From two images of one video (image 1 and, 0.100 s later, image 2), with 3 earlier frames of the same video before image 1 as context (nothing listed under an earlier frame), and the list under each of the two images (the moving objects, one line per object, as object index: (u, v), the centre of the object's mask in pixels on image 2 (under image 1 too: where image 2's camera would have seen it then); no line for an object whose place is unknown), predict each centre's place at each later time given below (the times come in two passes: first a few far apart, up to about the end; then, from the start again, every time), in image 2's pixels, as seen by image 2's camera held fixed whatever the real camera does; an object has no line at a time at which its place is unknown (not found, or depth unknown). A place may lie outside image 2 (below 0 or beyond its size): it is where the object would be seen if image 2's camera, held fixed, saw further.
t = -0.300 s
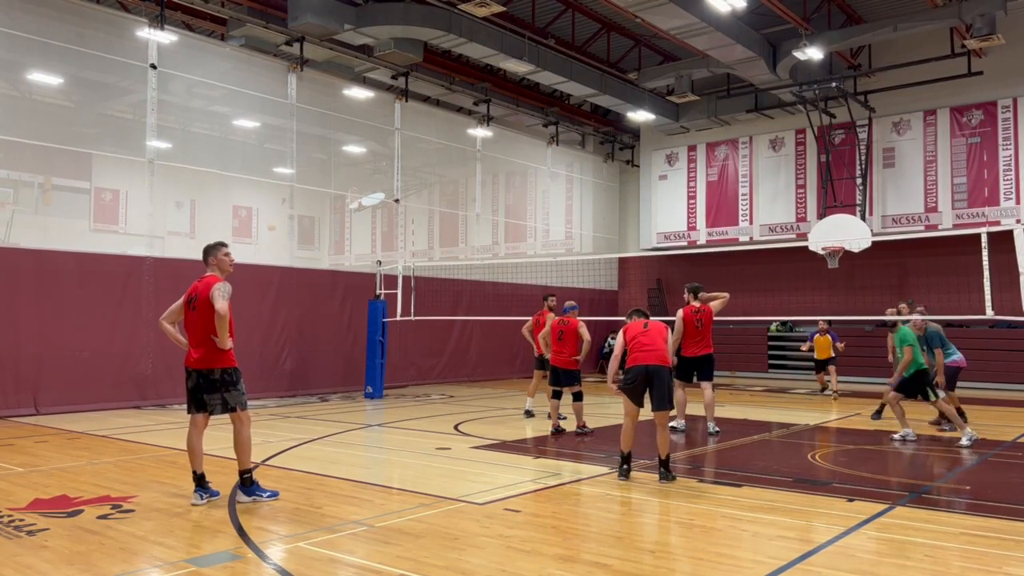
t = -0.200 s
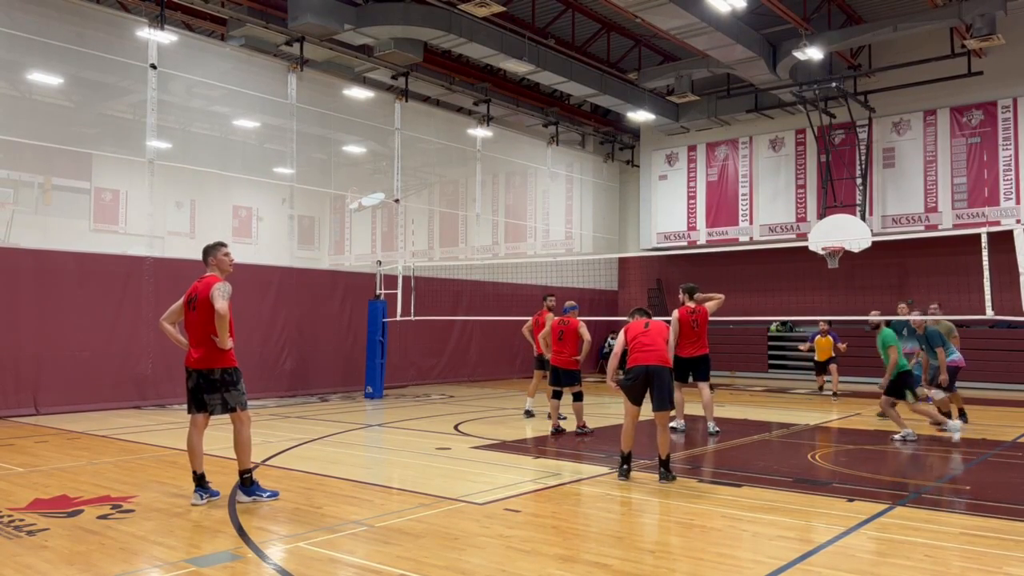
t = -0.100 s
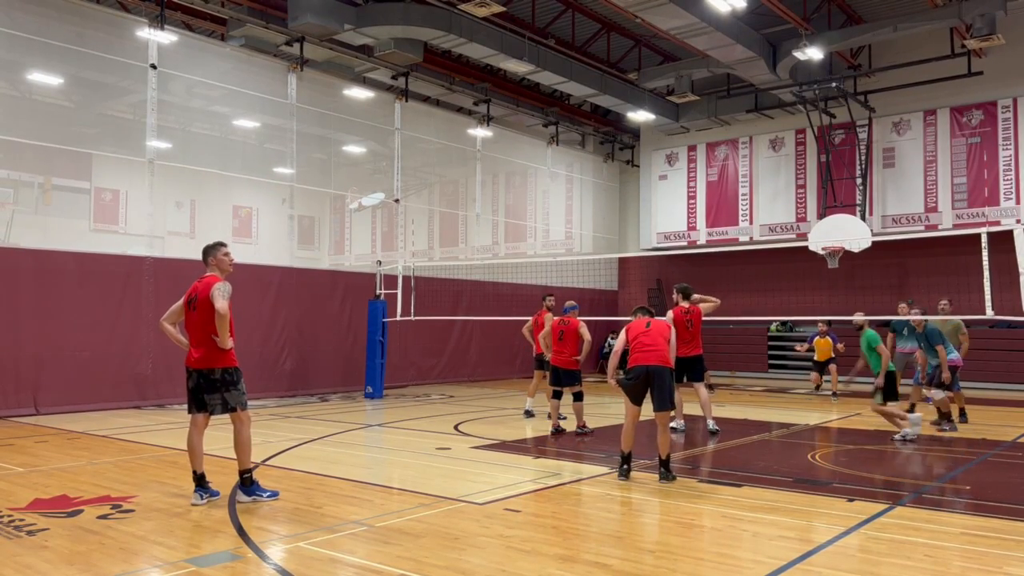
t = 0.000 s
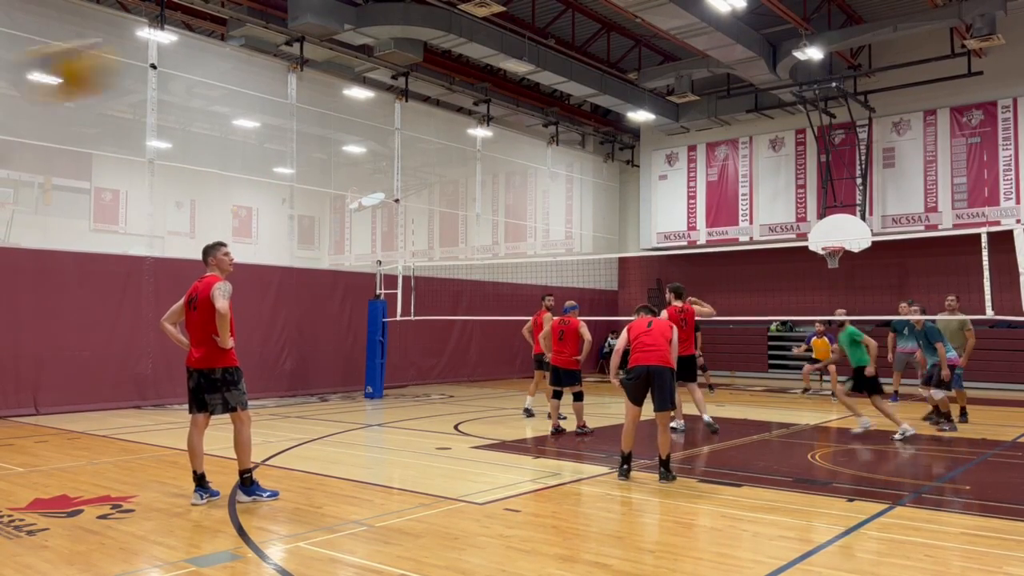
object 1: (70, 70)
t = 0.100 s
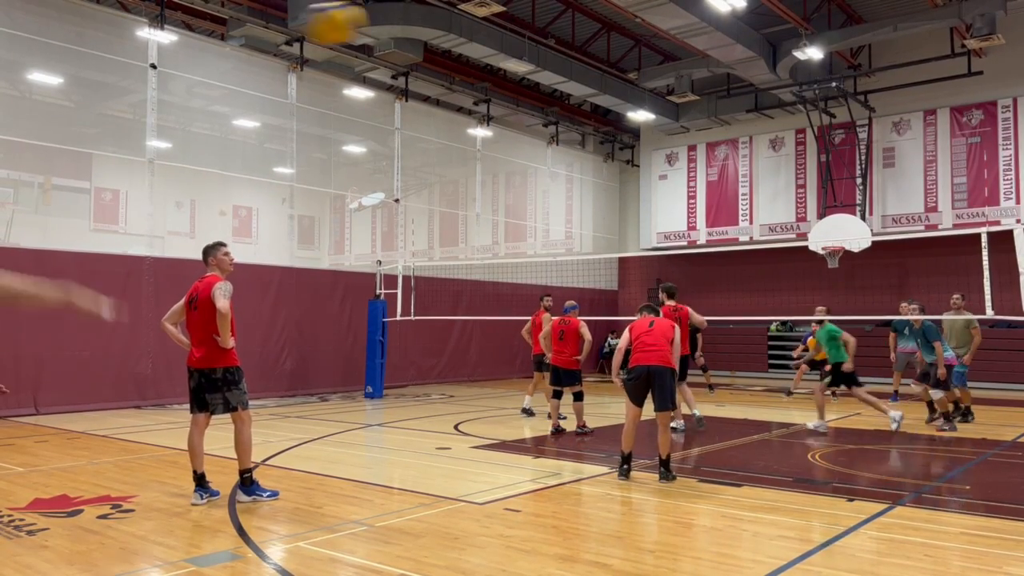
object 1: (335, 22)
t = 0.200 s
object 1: (481, 14)
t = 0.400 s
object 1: (636, 30)
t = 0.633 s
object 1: (726, 78)
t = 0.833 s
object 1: (773, 126)
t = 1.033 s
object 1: (809, 182)
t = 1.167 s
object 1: (827, 222)
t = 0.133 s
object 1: (393, 17)
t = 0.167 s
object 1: (440, 15)
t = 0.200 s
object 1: (481, 14)
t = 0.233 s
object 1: (517, 15)
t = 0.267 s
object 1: (546, 16)
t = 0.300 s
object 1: (573, 18)
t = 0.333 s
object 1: (597, 21)
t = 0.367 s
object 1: (617, 26)
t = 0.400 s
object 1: (636, 30)
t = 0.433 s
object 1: (652, 36)
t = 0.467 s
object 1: (667, 42)
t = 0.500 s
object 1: (681, 48)
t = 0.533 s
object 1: (694, 55)
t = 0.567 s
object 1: (705, 63)
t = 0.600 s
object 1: (715, 70)
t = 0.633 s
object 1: (726, 78)
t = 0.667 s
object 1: (735, 85)
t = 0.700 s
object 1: (743, 93)
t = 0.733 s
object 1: (751, 101)
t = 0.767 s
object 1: (758, 110)
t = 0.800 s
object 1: (766, 118)
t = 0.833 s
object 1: (773, 126)
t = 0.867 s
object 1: (779, 136)
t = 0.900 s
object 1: (786, 145)
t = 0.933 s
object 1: (792, 154)
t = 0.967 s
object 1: (799, 163)
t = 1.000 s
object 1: (803, 172)
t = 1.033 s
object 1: (809, 182)
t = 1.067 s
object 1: (814, 192)
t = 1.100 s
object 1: (819, 202)
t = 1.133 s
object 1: (822, 212)
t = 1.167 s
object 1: (827, 222)
